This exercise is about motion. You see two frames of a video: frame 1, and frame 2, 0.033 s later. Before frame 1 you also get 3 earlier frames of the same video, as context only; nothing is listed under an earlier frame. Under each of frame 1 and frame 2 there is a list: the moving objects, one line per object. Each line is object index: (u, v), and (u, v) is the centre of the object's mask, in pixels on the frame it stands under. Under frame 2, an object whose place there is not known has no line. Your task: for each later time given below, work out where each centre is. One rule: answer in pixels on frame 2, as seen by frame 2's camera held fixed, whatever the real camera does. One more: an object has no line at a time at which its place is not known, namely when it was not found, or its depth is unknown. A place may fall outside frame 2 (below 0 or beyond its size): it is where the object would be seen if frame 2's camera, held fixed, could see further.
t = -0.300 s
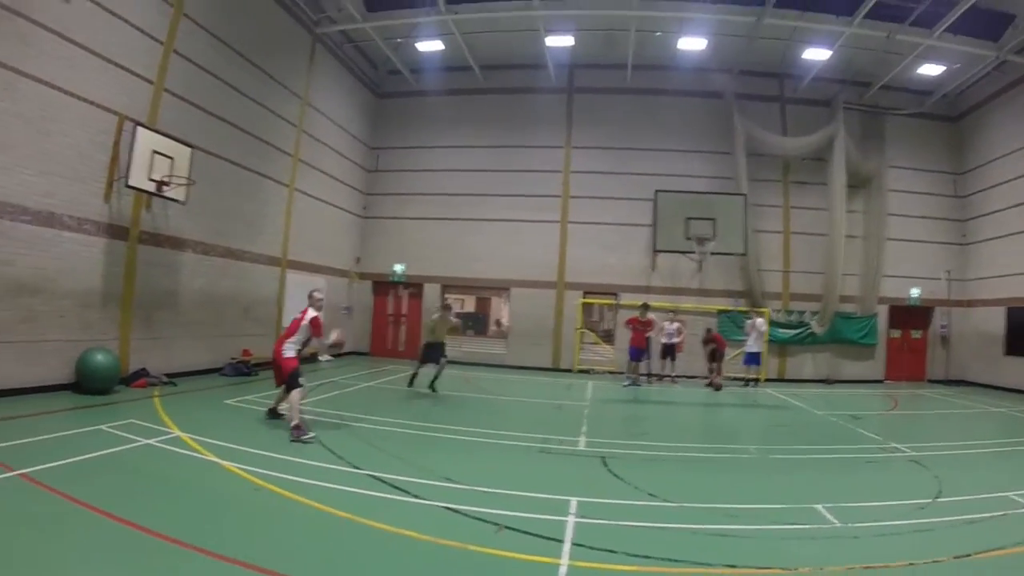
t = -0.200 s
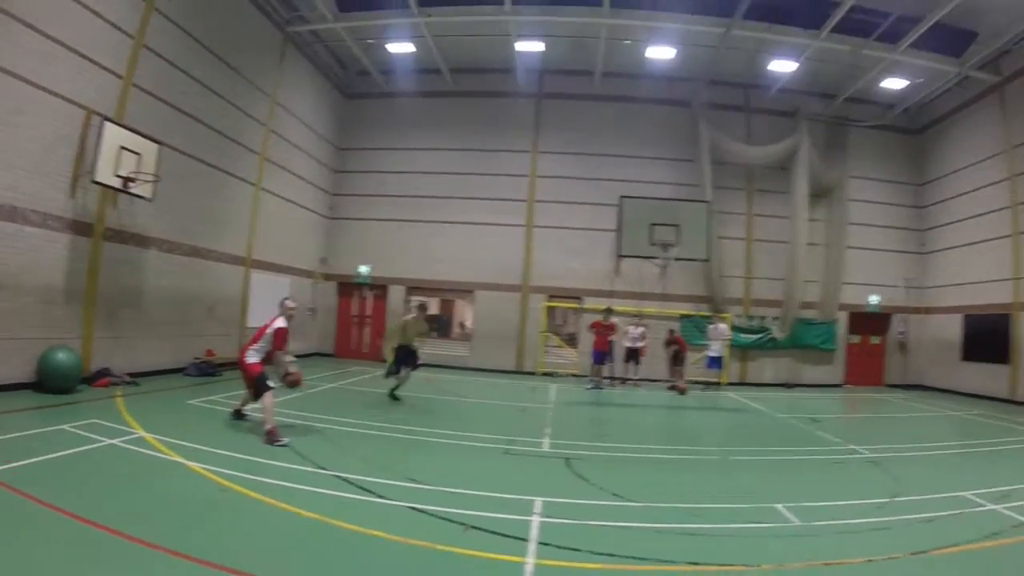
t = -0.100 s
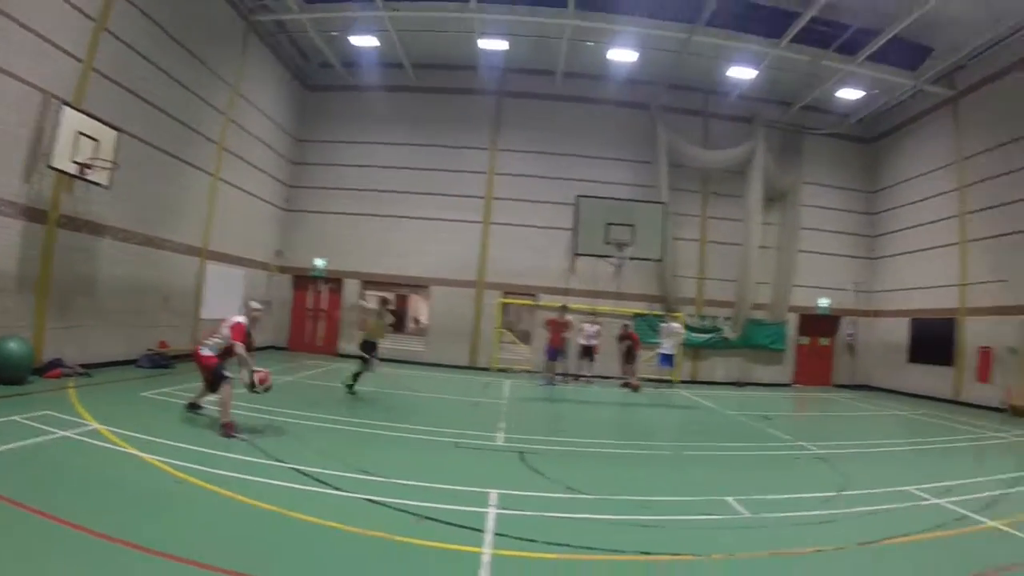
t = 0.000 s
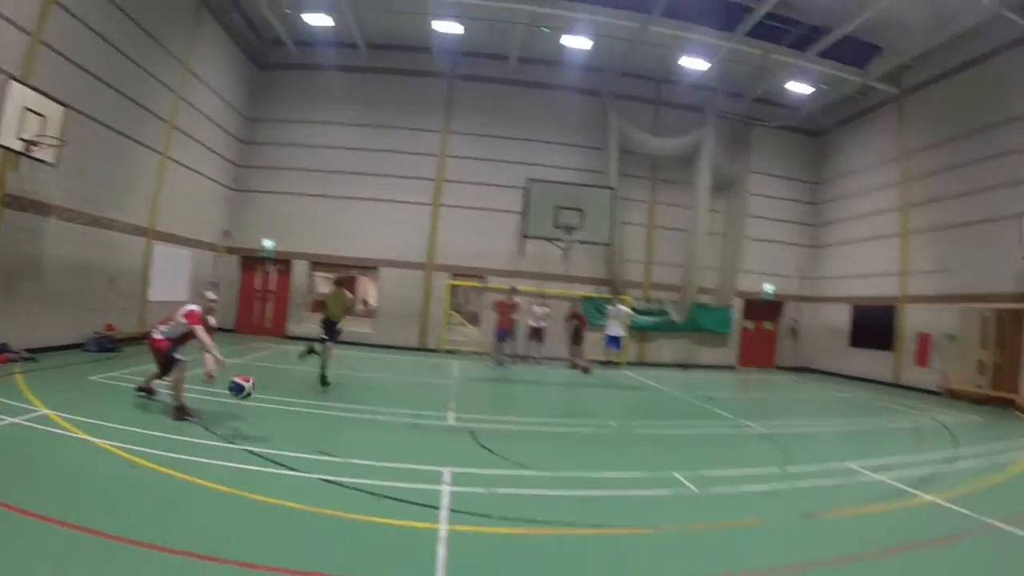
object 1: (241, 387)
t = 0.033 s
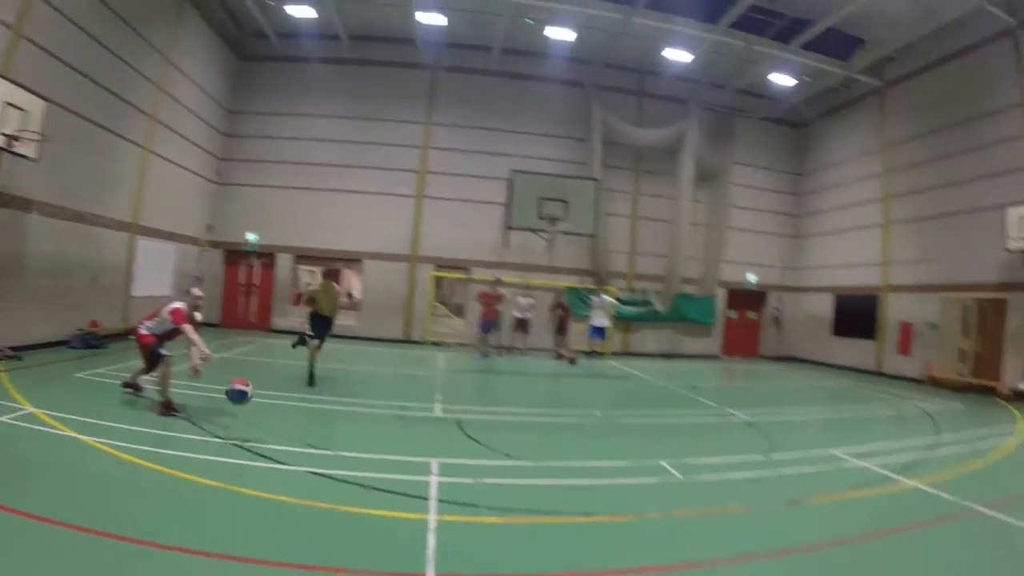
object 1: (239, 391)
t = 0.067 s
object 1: (253, 405)
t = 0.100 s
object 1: (269, 422)
